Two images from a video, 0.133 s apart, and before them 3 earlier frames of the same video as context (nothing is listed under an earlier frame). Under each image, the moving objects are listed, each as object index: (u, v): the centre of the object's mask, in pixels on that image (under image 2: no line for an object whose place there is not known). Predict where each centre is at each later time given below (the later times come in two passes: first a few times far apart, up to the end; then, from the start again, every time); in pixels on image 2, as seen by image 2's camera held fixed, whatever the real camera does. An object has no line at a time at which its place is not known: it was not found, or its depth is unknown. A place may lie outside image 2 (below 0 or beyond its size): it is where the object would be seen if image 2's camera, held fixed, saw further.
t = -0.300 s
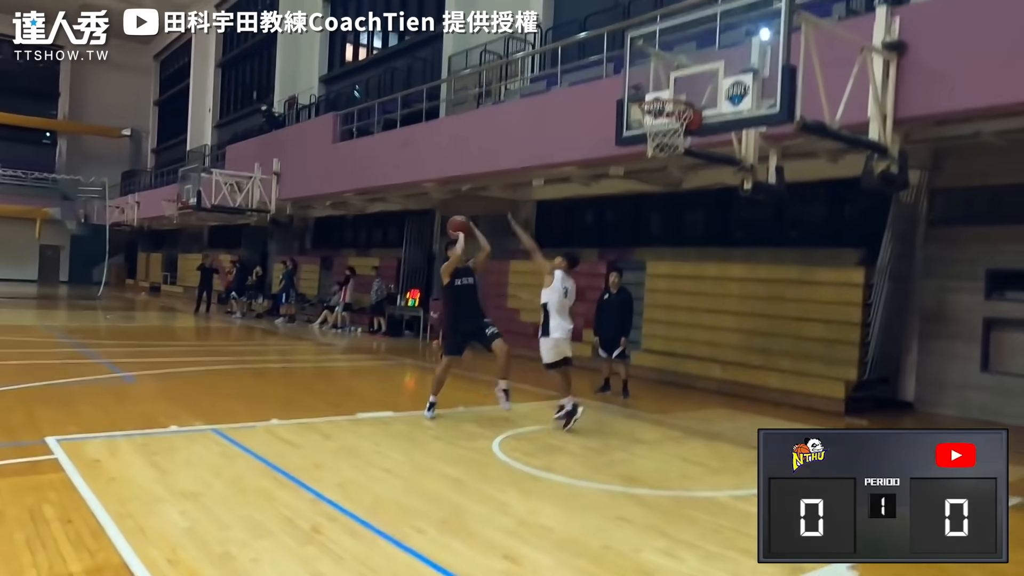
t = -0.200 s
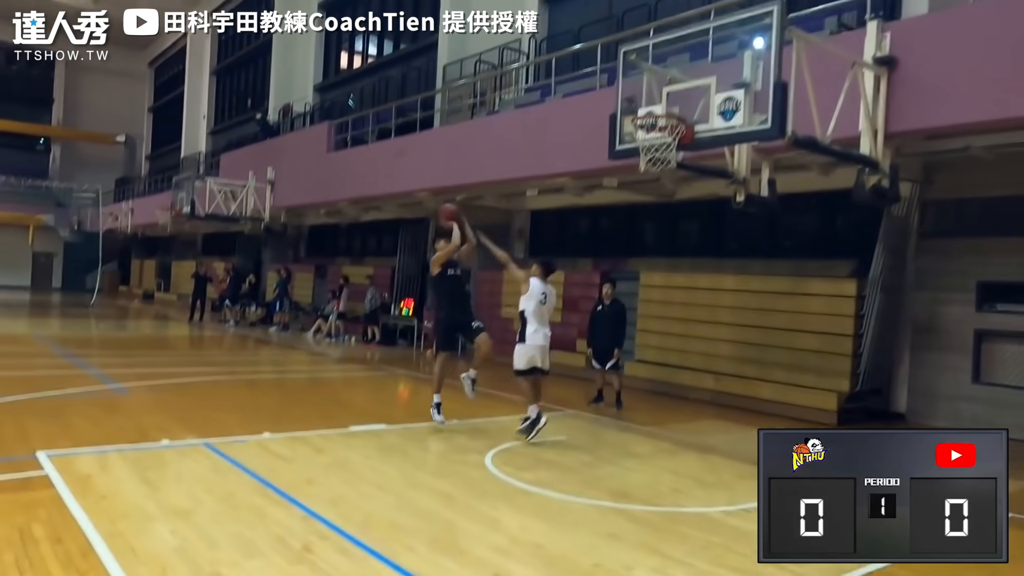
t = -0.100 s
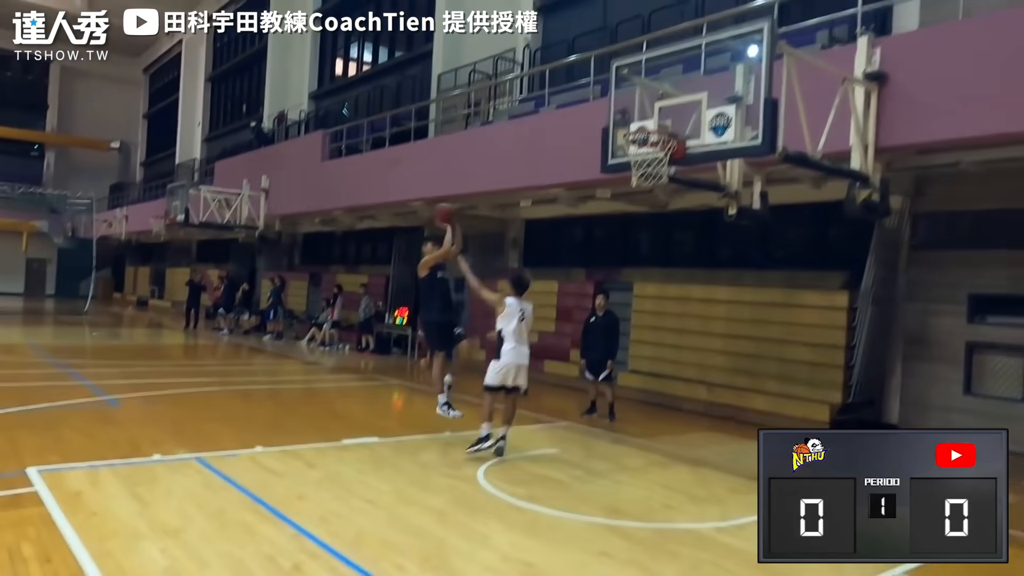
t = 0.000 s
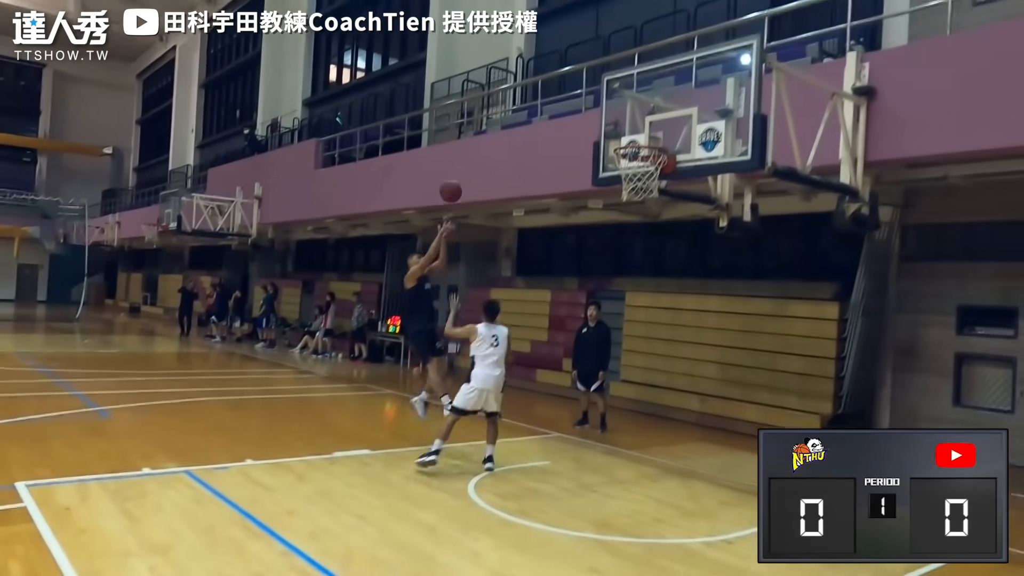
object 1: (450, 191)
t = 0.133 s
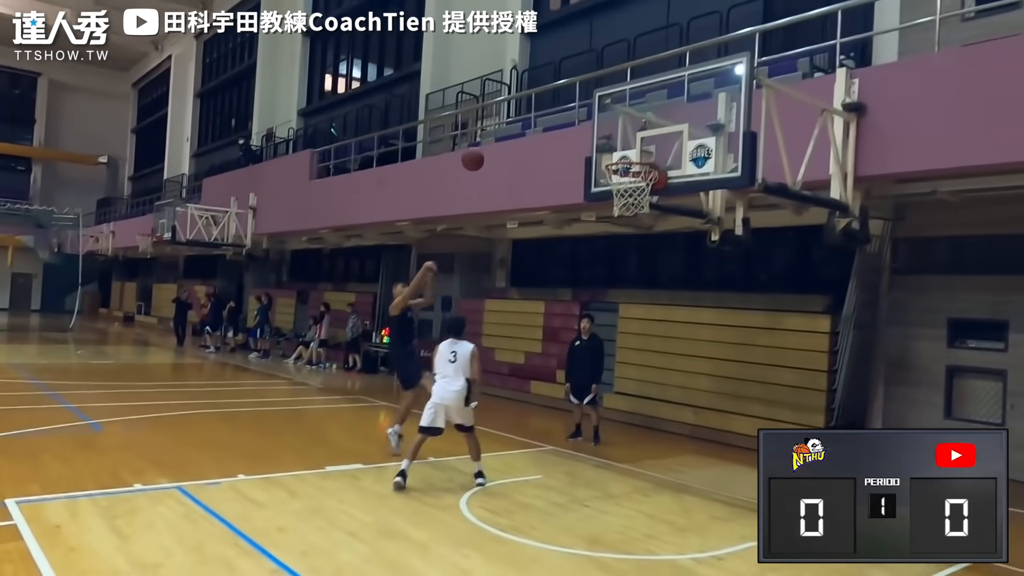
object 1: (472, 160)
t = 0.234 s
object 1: (494, 136)
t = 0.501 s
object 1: (552, 112)
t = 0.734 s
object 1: (608, 150)
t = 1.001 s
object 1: (651, 215)
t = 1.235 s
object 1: (664, 298)
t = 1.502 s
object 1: (692, 473)
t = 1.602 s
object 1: (697, 475)
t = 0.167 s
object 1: (480, 151)
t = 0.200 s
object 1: (486, 142)
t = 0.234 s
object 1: (494, 136)
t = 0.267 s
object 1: (500, 130)
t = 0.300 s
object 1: (508, 125)
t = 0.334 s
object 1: (515, 120)
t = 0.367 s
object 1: (523, 116)
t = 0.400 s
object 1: (530, 113)
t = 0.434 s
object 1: (537, 112)
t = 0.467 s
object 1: (545, 111)
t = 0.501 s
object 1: (552, 112)
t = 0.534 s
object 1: (559, 113)
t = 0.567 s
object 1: (568, 117)
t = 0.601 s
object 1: (575, 121)
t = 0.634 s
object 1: (585, 127)
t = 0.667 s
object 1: (592, 133)
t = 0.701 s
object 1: (600, 142)
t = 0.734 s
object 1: (608, 150)
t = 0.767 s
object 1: (615, 157)
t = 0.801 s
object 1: (624, 172)
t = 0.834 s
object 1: (633, 184)
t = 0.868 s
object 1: (642, 190)
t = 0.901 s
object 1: (641, 202)
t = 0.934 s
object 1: (646, 203)
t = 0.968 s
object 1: (649, 209)
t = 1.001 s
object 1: (651, 215)
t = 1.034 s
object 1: (652, 224)
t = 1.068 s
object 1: (654, 233)
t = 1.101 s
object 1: (657, 244)
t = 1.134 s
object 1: (658, 255)
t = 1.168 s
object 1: (660, 268)
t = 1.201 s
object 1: (663, 282)
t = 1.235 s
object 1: (664, 298)
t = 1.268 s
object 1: (667, 315)
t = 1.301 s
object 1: (670, 334)
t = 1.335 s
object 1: (673, 354)
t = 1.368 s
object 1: (676, 375)
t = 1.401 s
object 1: (679, 397)
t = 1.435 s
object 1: (682, 421)
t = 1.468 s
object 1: (686, 445)
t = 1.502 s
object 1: (692, 473)
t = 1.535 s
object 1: (699, 503)
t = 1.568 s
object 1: (700, 498)
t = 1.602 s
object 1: (697, 475)
